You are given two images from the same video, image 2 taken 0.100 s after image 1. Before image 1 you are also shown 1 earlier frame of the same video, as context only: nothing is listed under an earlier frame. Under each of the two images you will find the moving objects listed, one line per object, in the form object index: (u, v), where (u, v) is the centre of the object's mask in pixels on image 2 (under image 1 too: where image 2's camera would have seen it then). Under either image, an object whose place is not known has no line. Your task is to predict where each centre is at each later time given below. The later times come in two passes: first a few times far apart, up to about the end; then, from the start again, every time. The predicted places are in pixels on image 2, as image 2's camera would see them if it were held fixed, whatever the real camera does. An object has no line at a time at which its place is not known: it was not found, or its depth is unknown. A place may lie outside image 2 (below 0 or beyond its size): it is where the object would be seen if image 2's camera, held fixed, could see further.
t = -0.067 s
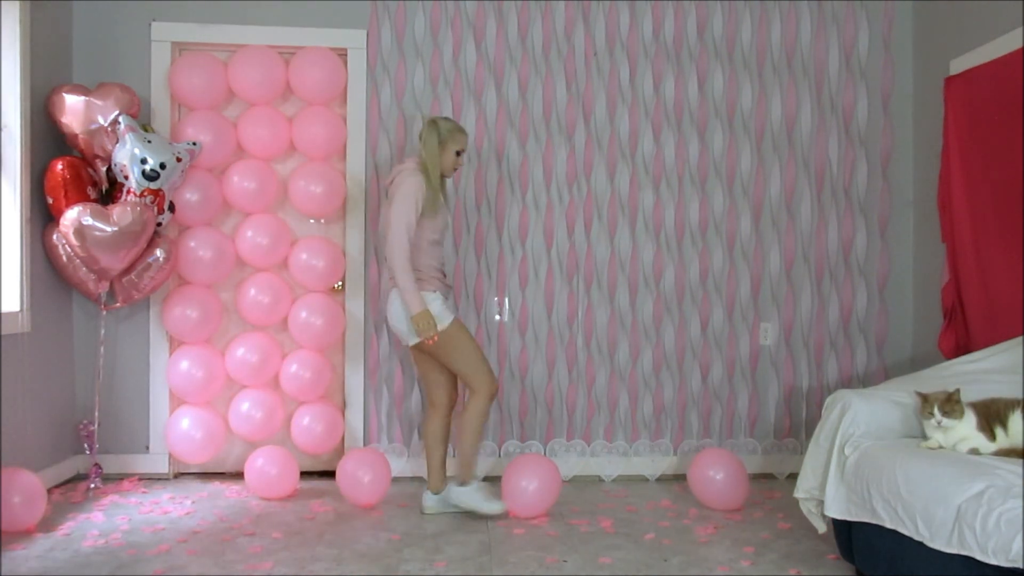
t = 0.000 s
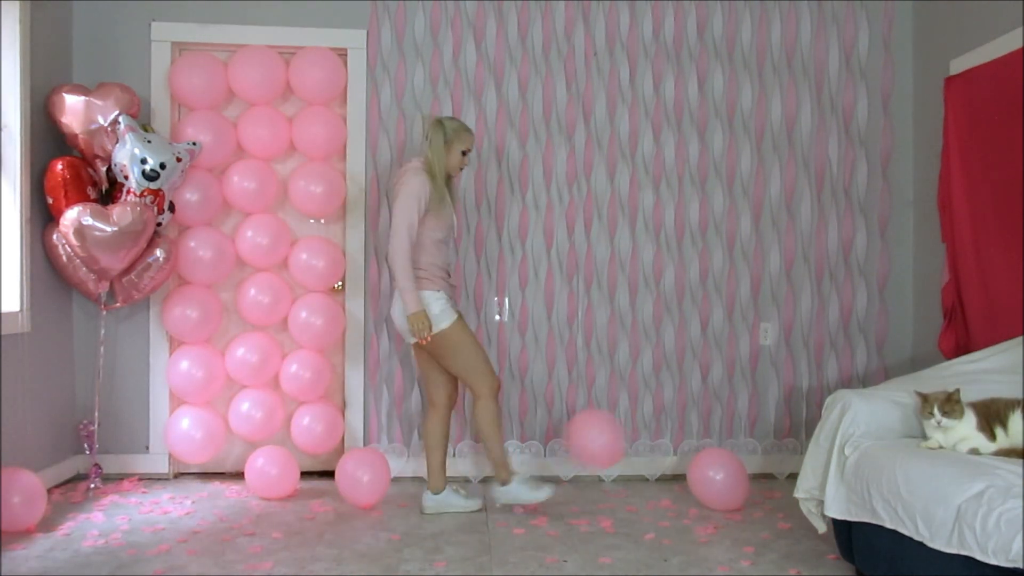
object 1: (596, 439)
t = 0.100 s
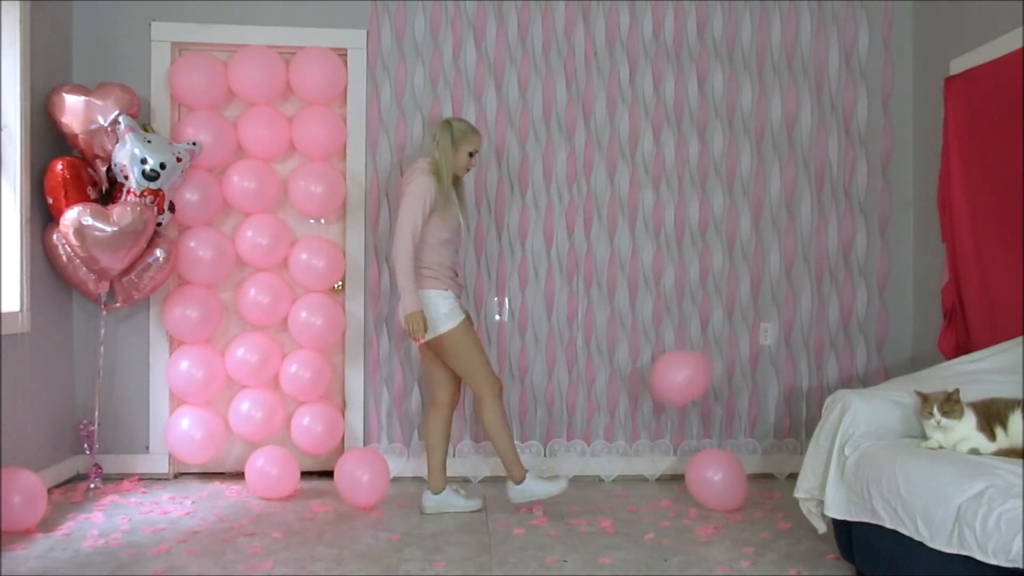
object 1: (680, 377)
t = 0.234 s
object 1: (735, 316)
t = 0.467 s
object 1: (782, 273)
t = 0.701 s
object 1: (813, 274)
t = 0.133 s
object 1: (700, 359)
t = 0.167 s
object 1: (715, 343)
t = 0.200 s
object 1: (726, 328)
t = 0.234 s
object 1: (735, 316)
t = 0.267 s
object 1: (745, 304)
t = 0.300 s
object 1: (751, 295)
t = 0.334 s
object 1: (757, 288)
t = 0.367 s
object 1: (765, 283)
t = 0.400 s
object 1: (772, 279)
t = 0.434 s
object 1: (778, 275)
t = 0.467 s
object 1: (782, 273)
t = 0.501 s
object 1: (788, 271)
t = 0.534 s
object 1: (792, 269)
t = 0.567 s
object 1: (797, 269)
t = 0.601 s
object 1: (801, 269)
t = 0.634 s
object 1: (806, 270)
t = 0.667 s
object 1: (809, 272)
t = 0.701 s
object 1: (813, 274)
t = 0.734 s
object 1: (817, 277)
